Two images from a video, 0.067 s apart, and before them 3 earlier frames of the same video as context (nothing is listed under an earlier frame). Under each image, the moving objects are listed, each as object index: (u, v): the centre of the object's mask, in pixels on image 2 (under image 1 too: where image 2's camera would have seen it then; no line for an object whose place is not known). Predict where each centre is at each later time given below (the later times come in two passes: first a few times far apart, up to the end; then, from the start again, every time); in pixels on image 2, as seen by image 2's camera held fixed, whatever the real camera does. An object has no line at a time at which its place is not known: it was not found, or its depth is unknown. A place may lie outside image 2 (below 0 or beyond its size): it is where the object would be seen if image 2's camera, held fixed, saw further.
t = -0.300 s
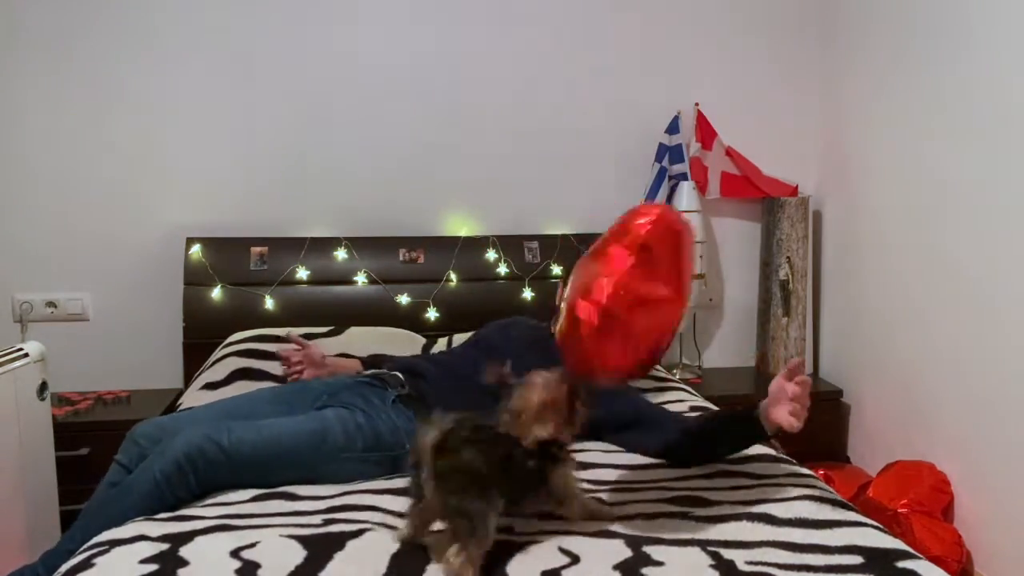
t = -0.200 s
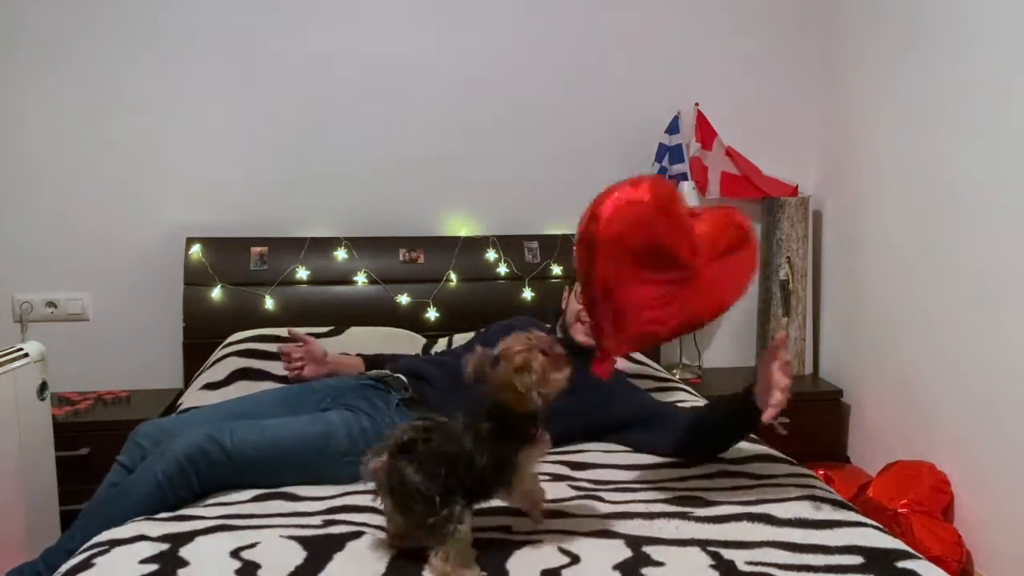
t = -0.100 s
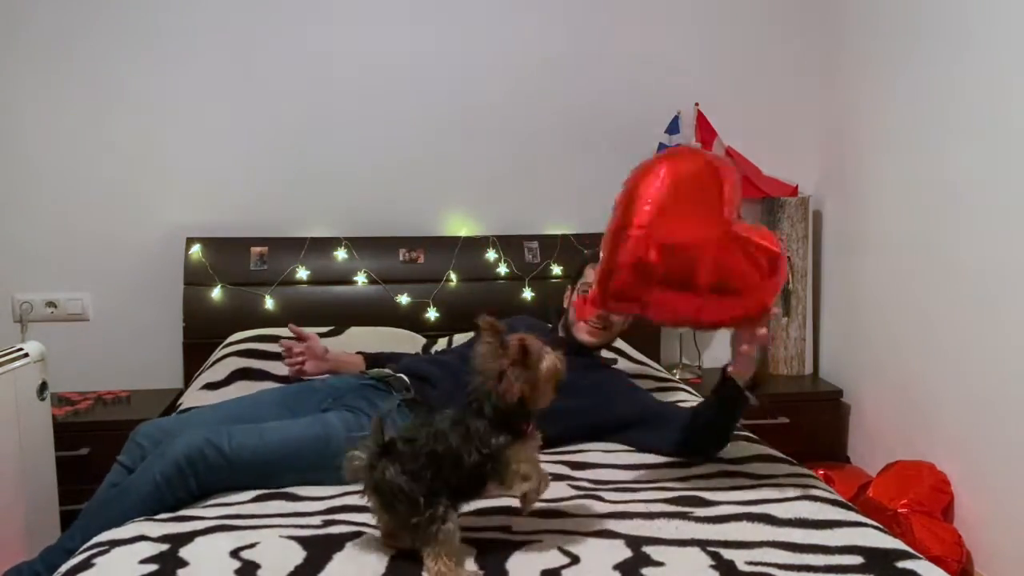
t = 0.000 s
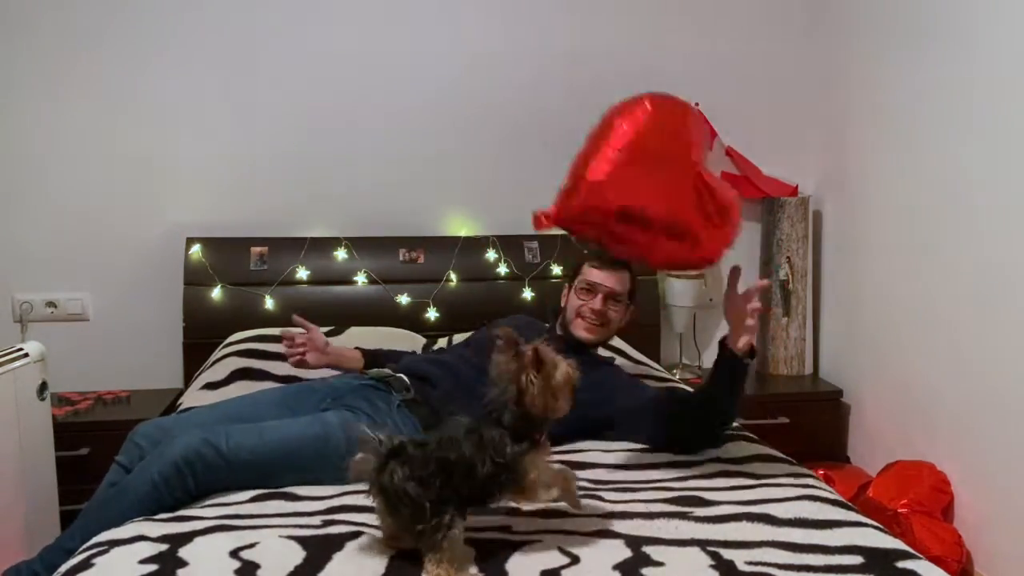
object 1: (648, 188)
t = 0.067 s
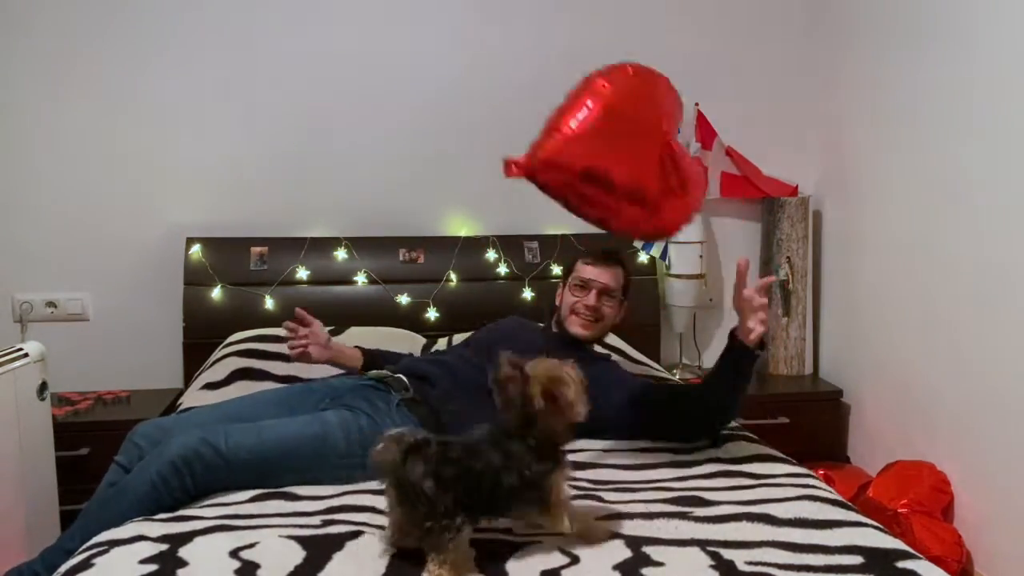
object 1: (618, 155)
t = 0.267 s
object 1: (538, 102)
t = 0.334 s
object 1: (516, 99)
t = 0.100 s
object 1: (602, 141)
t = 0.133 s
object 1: (588, 129)
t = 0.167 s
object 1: (575, 120)
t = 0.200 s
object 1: (562, 112)
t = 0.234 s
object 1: (549, 106)
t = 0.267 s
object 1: (538, 102)
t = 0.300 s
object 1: (527, 99)
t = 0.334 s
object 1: (516, 99)
